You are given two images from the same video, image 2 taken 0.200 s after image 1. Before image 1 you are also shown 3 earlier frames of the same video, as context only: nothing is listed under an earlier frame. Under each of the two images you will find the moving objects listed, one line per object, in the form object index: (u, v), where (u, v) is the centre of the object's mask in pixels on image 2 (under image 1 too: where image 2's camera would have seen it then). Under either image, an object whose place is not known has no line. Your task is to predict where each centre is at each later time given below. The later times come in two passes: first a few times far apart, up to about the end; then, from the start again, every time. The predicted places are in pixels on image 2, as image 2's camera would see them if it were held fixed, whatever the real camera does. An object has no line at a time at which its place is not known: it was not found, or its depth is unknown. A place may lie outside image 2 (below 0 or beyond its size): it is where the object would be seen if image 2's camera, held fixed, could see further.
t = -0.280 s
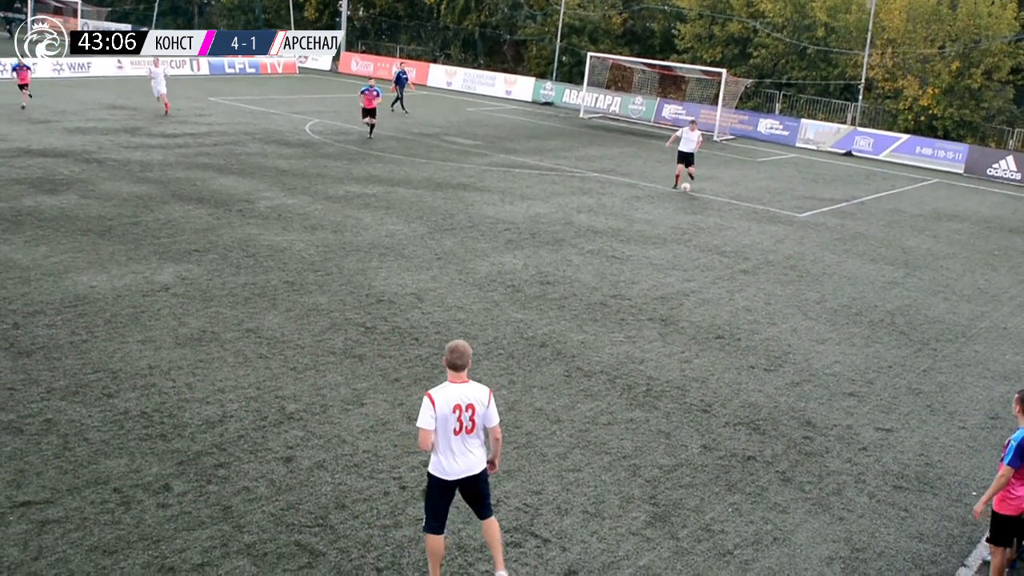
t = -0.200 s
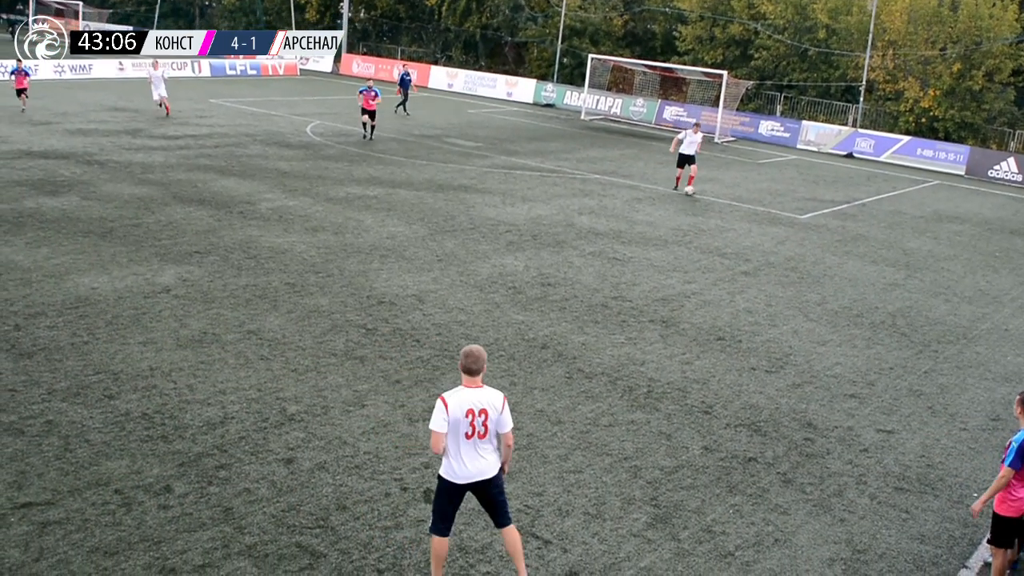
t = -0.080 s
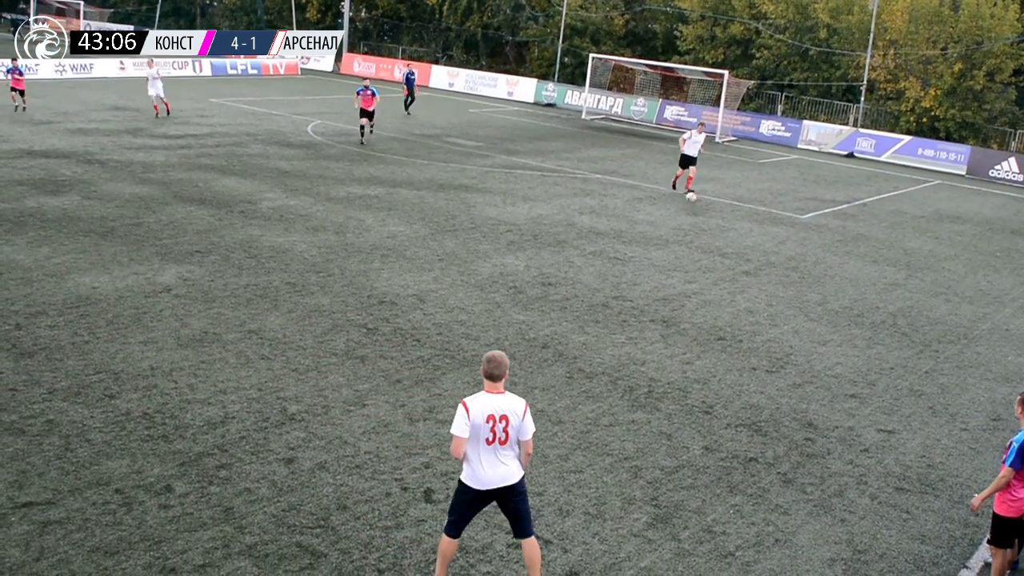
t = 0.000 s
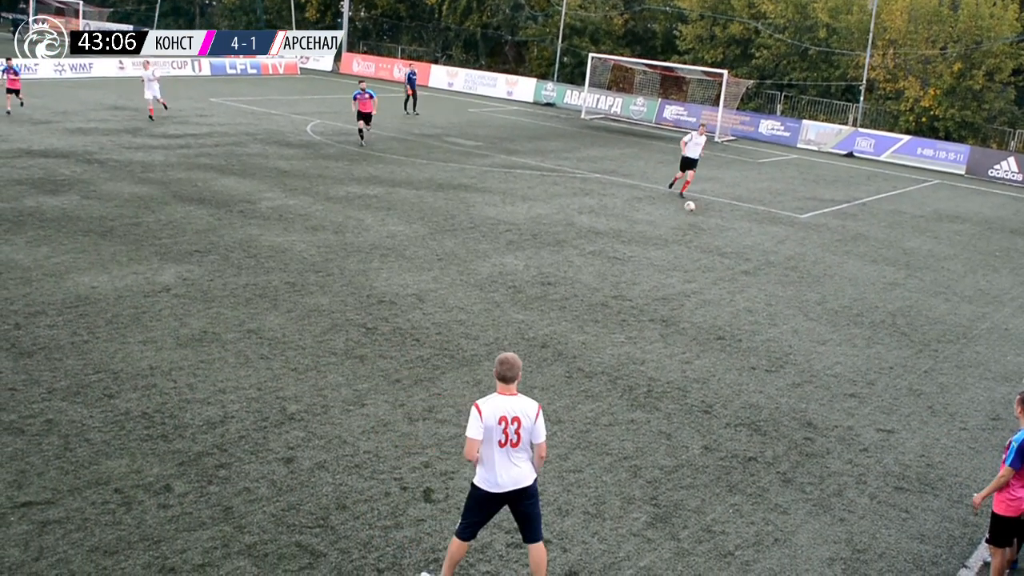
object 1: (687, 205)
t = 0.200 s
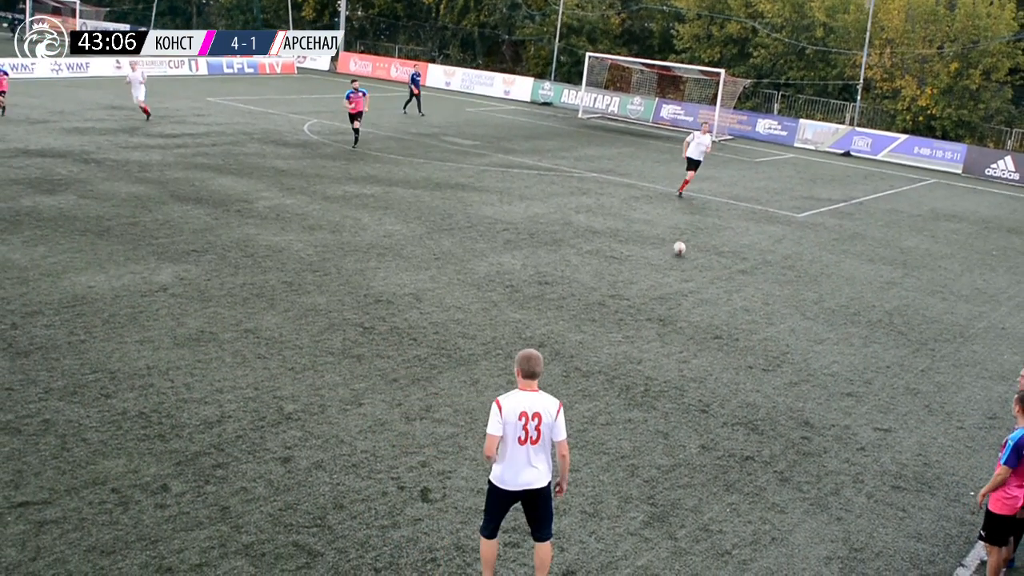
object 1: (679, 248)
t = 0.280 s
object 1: (675, 256)
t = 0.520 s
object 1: (659, 312)
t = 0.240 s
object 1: (677, 251)
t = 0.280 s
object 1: (675, 256)
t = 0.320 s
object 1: (674, 263)
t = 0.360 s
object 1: (671, 271)
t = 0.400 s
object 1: (668, 281)
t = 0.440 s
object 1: (665, 292)
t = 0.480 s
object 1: (661, 306)
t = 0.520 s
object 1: (659, 312)
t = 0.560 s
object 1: (656, 318)
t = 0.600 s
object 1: (653, 325)
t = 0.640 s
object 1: (649, 335)
